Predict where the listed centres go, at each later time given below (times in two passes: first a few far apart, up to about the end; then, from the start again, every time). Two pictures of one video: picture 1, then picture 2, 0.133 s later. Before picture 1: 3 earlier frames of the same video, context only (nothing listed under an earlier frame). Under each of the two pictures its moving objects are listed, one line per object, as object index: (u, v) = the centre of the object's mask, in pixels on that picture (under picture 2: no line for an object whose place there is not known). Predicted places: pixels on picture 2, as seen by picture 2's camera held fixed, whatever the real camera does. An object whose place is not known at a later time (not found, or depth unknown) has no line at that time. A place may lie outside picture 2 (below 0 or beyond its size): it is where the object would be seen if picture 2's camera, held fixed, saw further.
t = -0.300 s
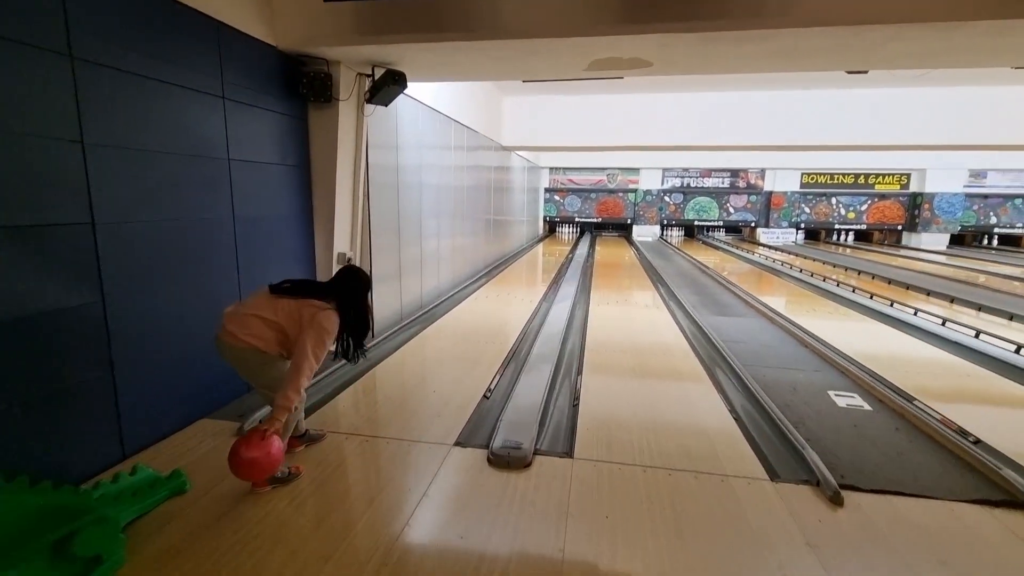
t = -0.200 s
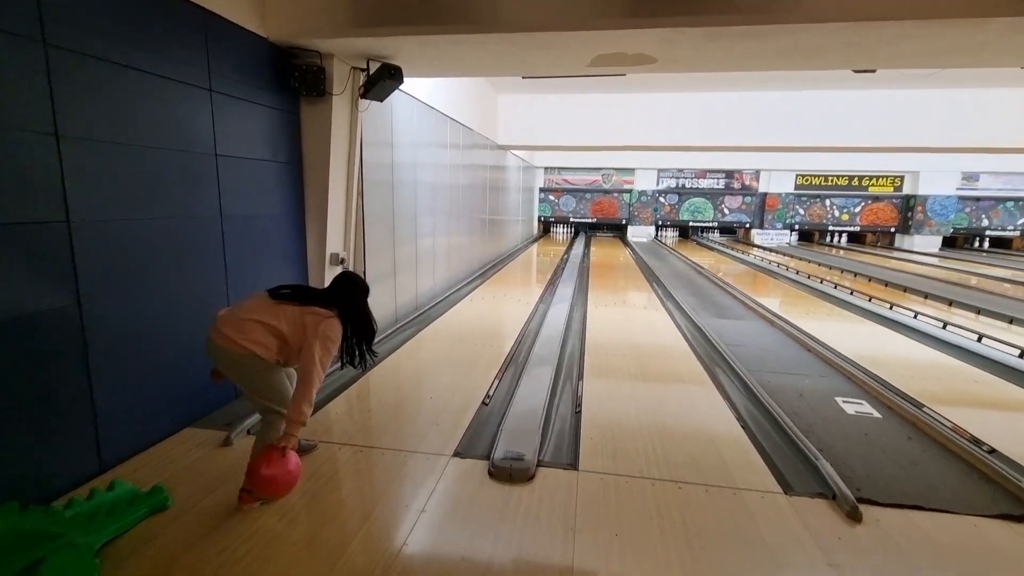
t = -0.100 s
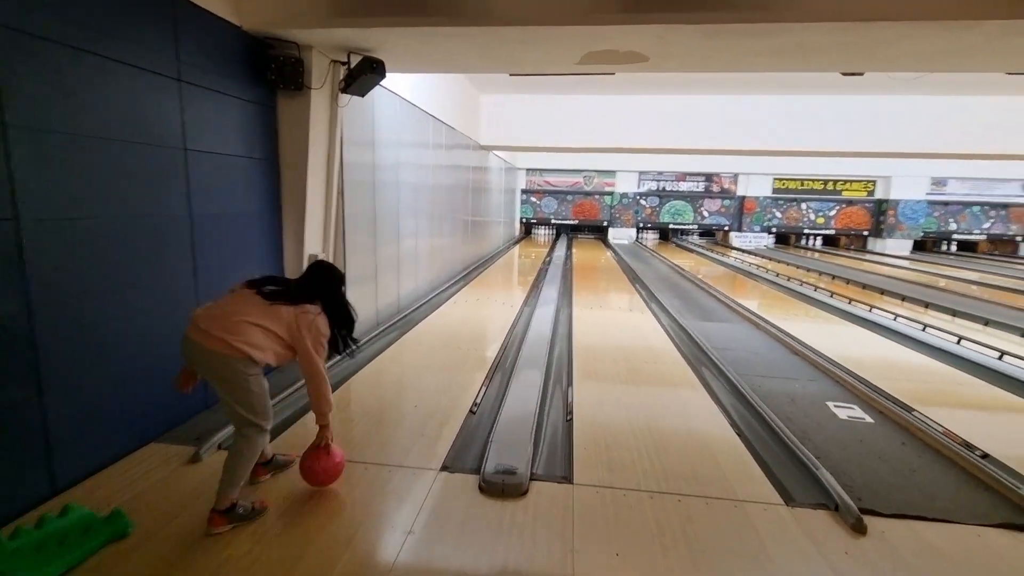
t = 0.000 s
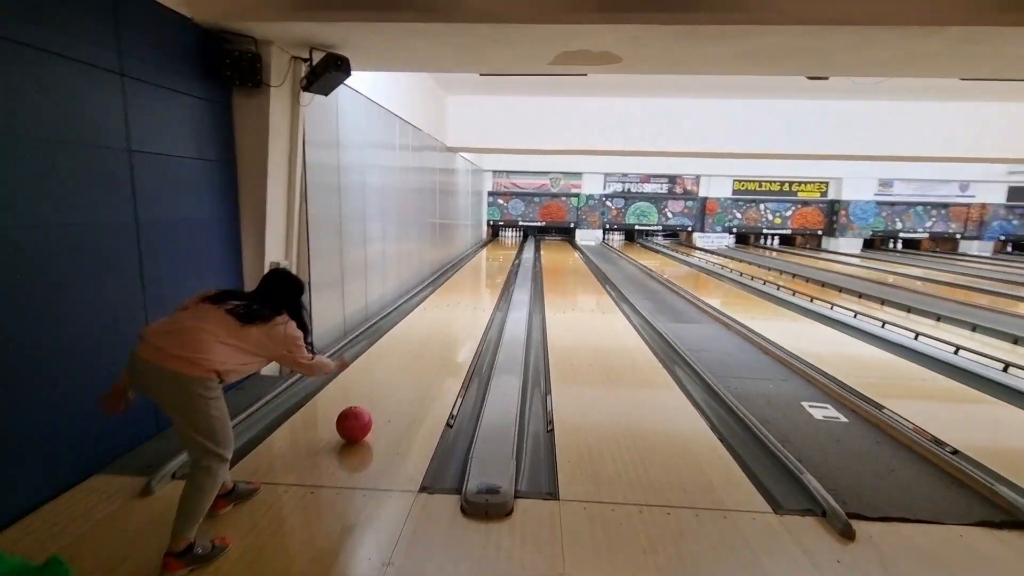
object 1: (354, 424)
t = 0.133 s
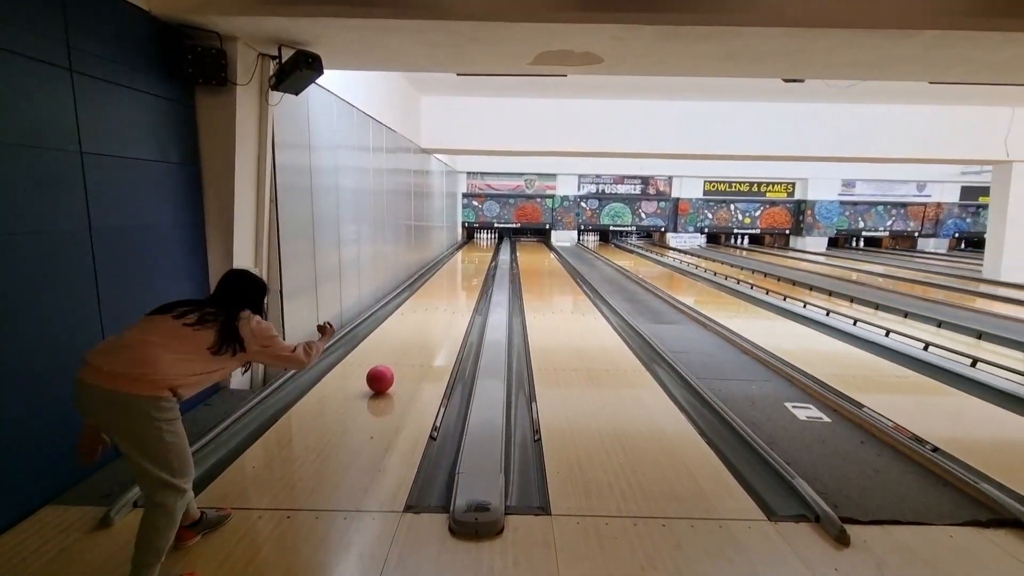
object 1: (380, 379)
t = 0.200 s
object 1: (396, 359)
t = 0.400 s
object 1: (426, 320)
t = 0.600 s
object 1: (444, 297)
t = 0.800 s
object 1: (456, 282)
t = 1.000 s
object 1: (464, 271)
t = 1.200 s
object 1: (470, 263)
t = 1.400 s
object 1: (474, 257)
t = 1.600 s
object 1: (478, 252)
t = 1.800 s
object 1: (480, 248)
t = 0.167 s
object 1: (388, 368)
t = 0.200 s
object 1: (396, 359)
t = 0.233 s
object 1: (402, 351)
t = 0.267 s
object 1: (408, 343)
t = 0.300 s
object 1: (413, 337)
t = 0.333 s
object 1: (418, 331)
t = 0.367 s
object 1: (423, 325)
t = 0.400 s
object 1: (426, 320)
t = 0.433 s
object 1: (430, 316)
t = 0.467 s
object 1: (433, 311)
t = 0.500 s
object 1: (436, 308)
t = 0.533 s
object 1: (439, 304)
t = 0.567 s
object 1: (442, 301)
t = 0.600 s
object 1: (444, 297)
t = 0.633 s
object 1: (446, 294)
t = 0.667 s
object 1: (449, 292)
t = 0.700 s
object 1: (450, 289)
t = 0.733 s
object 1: (452, 287)
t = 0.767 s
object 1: (455, 284)
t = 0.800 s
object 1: (456, 282)
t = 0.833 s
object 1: (457, 280)
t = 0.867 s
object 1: (459, 278)
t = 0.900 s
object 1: (460, 276)
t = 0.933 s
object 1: (461, 275)
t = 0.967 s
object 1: (463, 273)
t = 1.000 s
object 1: (464, 271)
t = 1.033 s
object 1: (465, 270)
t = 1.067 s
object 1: (466, 268)
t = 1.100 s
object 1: (467, 267)
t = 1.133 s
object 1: (468, 266)
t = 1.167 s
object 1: (469, 265)
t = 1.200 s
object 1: (470, 263)
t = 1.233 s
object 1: (470, 262)
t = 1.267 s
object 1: (471, 261)
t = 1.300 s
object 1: (472, 260)
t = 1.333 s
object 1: (473, 259)
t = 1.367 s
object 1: (473, 258)
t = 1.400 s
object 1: (474, 257)
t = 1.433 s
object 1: (475, 256)
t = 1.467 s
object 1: (475, 256)
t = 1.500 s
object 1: (476, 254)
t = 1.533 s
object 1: (477, 253)
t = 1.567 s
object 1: (477, 253)
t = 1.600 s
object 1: (478, 252)
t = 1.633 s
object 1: (478, 251)
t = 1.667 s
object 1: (479, 250)
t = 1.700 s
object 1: (479, 250)
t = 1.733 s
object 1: (480, 249)
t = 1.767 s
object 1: (480, 248)
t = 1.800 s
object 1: (480, 248)
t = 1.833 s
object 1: (481, 248)
